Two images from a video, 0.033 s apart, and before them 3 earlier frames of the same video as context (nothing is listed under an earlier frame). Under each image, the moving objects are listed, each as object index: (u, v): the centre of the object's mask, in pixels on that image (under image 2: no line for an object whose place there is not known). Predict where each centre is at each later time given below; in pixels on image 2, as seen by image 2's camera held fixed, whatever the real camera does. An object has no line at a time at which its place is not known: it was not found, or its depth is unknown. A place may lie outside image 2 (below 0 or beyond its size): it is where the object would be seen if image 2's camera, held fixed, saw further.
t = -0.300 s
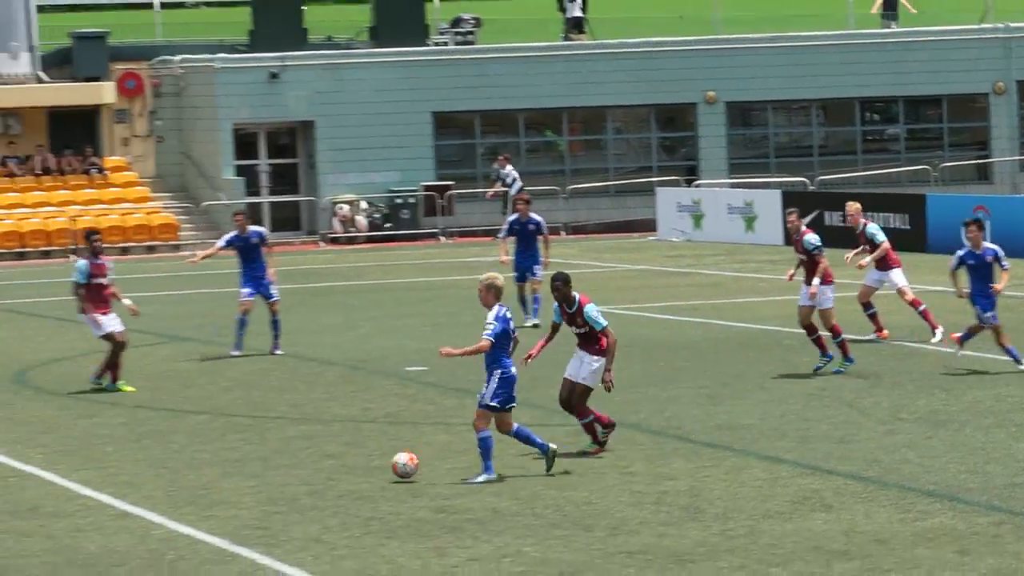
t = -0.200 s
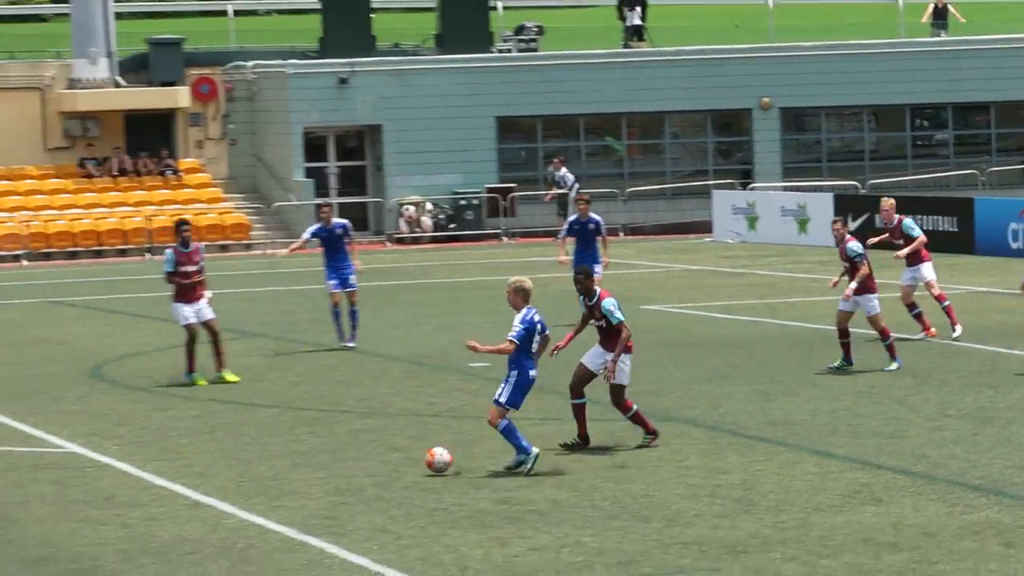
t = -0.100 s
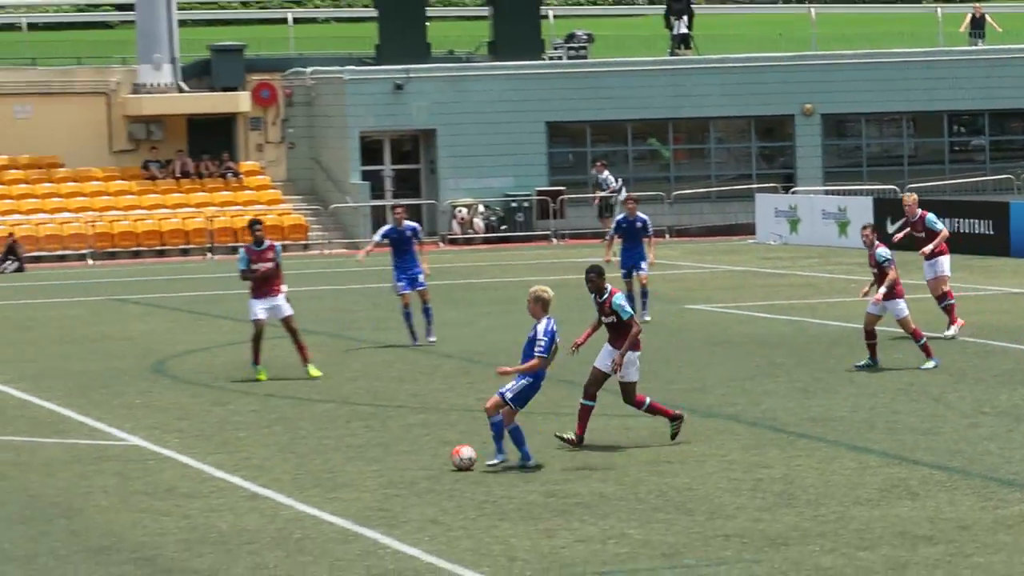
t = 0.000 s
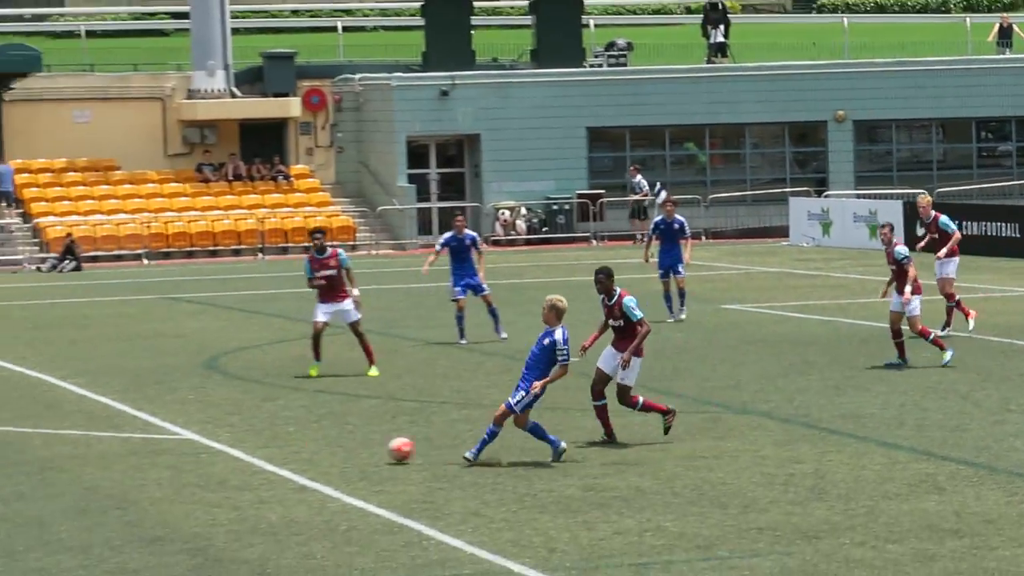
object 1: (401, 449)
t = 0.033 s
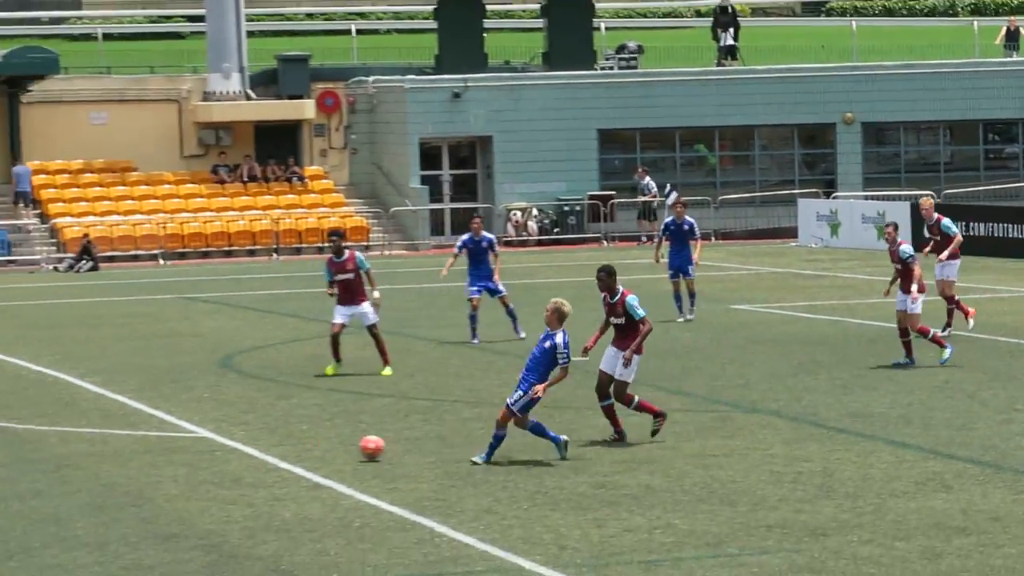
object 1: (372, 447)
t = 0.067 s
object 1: (331, 448)
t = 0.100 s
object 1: (293, 448)
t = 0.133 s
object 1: (259, 443)
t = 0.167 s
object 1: (225, 441)
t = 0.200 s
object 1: (190, 441)
